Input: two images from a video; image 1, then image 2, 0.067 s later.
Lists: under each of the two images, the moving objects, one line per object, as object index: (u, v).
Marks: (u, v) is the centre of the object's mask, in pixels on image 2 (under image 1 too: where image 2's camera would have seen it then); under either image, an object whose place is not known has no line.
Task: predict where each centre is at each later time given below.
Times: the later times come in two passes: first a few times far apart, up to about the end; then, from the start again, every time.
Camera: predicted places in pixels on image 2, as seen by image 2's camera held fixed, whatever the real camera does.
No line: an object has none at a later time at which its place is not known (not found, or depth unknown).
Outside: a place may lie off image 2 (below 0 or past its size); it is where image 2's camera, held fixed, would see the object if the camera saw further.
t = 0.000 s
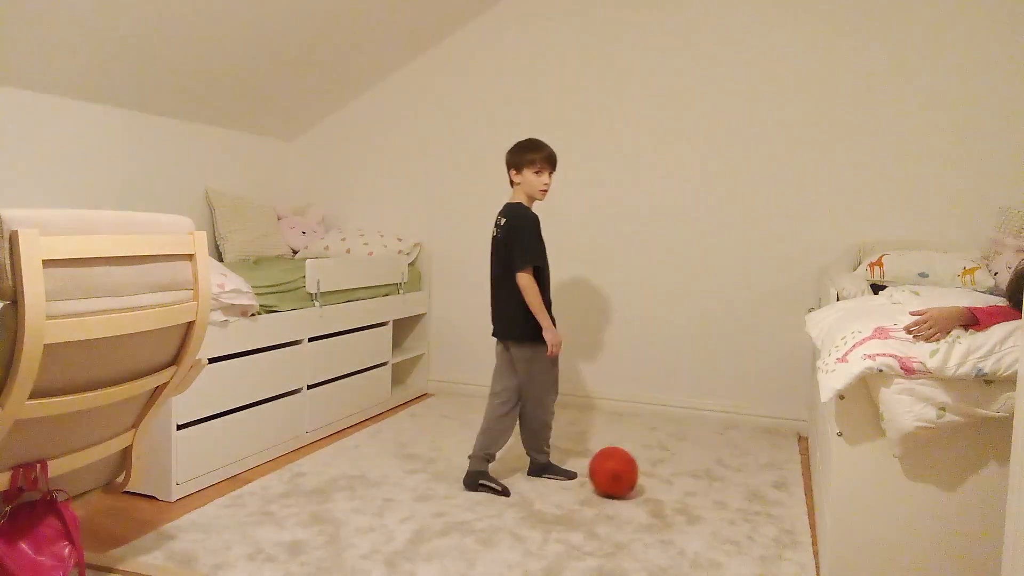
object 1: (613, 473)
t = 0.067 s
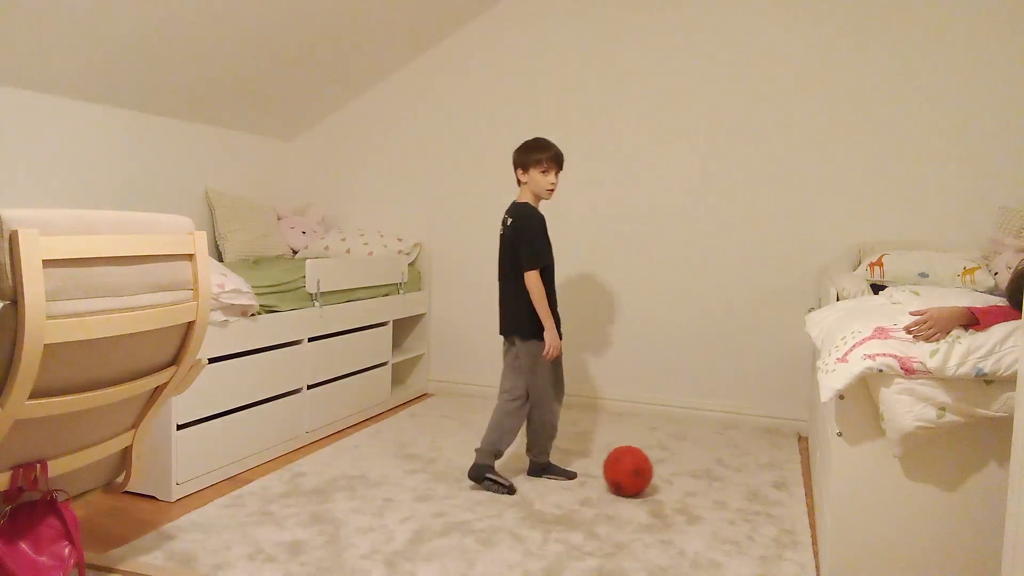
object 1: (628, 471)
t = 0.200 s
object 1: (654, 469)
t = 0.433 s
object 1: (692, 466)
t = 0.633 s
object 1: (722, 465)
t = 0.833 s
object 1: (747, 464)
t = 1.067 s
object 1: (768, 462)
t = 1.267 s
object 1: (777, 461)
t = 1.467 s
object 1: (783, 461)
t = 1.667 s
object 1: (785, 460)
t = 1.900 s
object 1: (784, 460)
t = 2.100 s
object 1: (784, 460)
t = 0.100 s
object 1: (634, 470)
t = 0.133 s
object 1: (641, 470)
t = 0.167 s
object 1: (647, 470)
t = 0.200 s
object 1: (654, 469)
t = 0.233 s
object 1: (660, 469)
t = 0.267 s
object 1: (665, 468)
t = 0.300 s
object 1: (670, 468)
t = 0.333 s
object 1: (676, 468)
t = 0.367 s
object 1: (681, 467)
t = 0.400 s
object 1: (687, 467)
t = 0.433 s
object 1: (692, 466)
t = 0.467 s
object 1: (698, 467)
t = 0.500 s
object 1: (703, 466)
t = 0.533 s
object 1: (708, 466)
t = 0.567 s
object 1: (712, 465)
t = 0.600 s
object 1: (717, 465)
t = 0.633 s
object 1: (722, 465)
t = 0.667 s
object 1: (726, 465)
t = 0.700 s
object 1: (731, 465)
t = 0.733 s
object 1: (735, 464)
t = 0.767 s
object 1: (739, 464)
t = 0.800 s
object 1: (743, 464)
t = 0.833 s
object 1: (747, 464)
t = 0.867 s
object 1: (751, 463)
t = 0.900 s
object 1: (754, 463)
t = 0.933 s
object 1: (757, 463)
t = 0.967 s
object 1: (760, 463)
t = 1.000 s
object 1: (763, 463)
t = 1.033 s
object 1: (765, 462)
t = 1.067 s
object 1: (768, 462)
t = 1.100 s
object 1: (770, 462)
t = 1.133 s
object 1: (771, 461)
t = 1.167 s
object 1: (773, 461)
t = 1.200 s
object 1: (775, 461)
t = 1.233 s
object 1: (776, 461)
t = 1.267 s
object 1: (777, 461)
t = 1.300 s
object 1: (778, 461)
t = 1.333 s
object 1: (779, 461)
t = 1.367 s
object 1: (780, 461)
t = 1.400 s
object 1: (781, 461)
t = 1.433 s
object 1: (782, 461)
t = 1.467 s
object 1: (783, 461)
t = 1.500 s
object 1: (784, 461)
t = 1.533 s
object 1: (784, 461)
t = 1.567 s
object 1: (785, 461)
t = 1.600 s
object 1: (785, 461)
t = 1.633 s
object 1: (785, 461)
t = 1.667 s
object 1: (785, 460)
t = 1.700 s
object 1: (785, 460)
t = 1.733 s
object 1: (785, 460)
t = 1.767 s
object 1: (785, 460)
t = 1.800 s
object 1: (784, 460)
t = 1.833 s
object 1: (785, 460)
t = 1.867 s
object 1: (784, 460)
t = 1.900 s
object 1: (784, 460)
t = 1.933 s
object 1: (784, 460)
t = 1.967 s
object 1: (785, 460)
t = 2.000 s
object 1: (784, 460)
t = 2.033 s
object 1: (784, 460)
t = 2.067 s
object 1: (784, 460)
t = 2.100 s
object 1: (784, 460)
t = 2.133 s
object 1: (784, 460)
